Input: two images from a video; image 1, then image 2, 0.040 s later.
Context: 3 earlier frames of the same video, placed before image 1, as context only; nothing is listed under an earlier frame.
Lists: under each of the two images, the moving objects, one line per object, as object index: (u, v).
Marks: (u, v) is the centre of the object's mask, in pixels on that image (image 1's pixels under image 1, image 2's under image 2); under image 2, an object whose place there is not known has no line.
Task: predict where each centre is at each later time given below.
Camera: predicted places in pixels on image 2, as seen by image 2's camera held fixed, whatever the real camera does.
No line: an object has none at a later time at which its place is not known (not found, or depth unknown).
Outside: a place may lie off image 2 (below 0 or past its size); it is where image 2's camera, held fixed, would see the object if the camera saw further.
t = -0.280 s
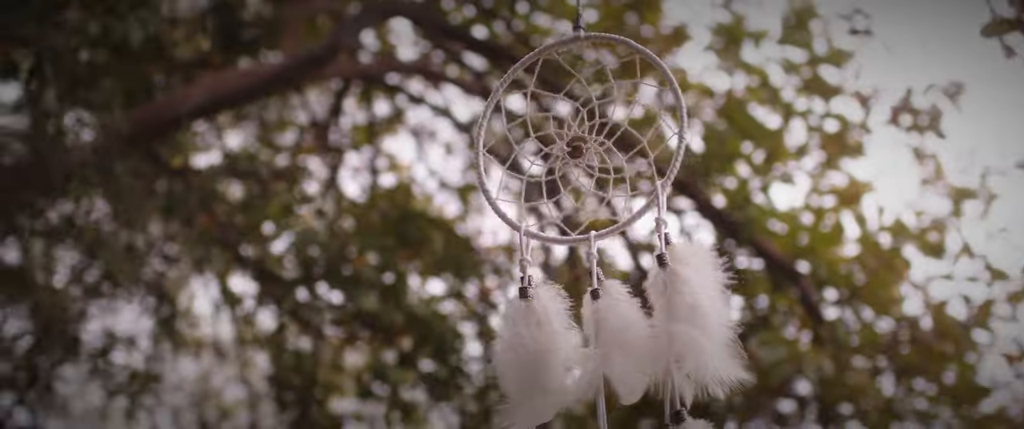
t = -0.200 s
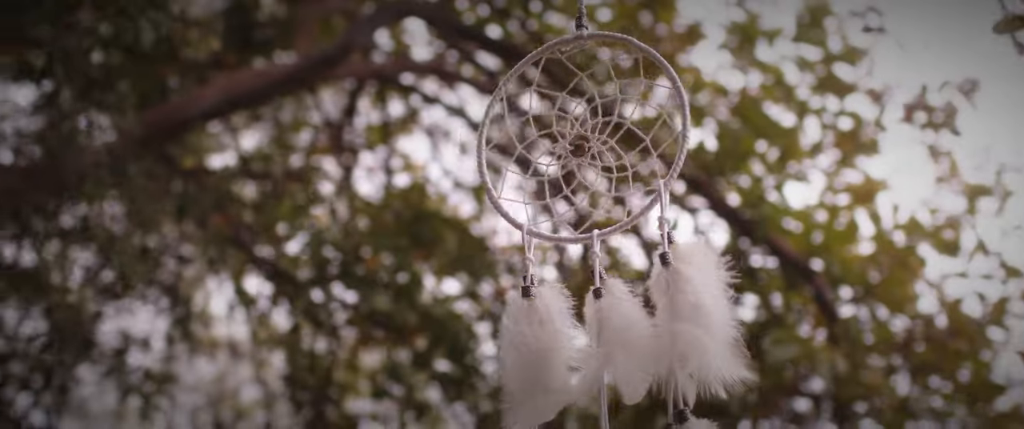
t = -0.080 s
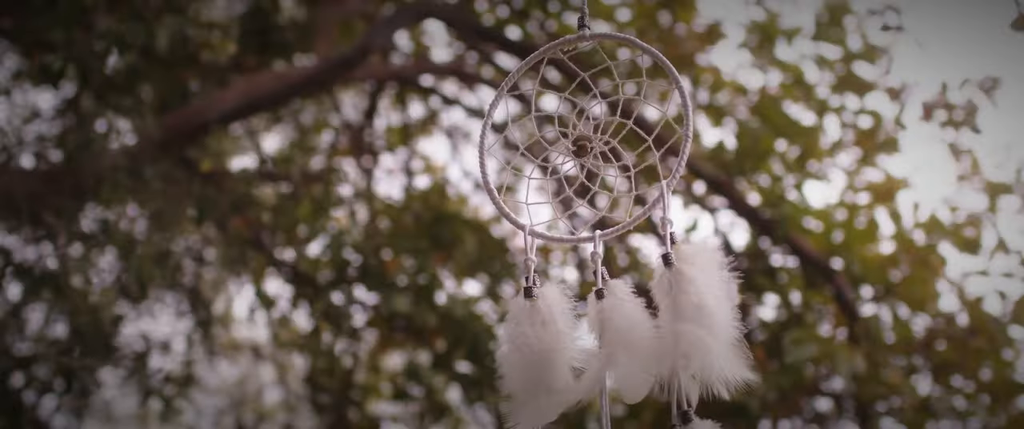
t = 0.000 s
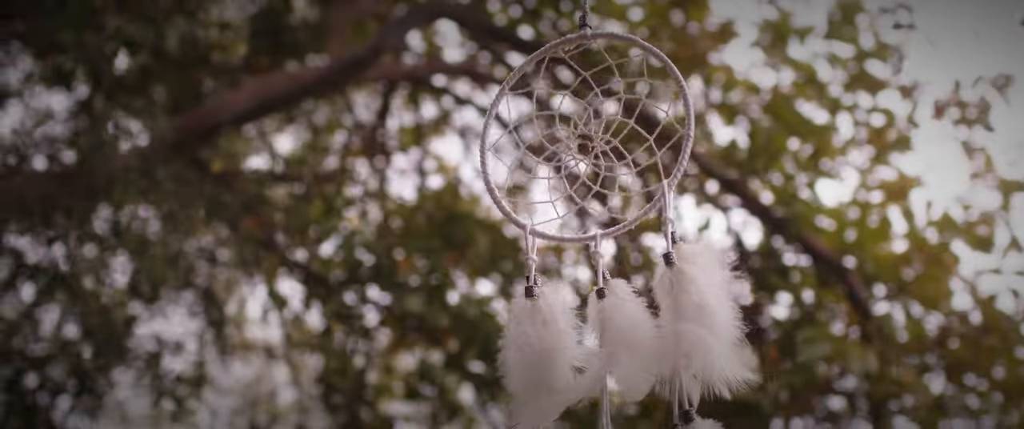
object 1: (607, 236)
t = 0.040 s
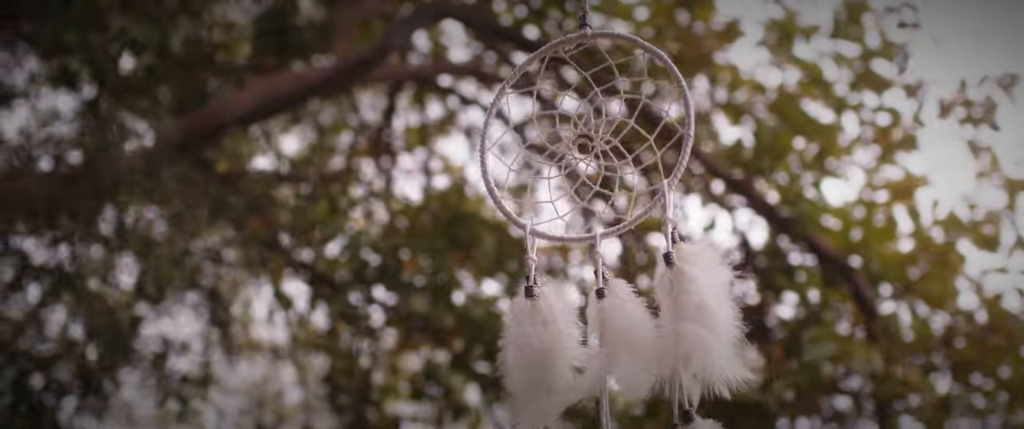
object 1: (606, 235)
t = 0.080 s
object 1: (598, 235)
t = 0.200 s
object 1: (578, 235)
